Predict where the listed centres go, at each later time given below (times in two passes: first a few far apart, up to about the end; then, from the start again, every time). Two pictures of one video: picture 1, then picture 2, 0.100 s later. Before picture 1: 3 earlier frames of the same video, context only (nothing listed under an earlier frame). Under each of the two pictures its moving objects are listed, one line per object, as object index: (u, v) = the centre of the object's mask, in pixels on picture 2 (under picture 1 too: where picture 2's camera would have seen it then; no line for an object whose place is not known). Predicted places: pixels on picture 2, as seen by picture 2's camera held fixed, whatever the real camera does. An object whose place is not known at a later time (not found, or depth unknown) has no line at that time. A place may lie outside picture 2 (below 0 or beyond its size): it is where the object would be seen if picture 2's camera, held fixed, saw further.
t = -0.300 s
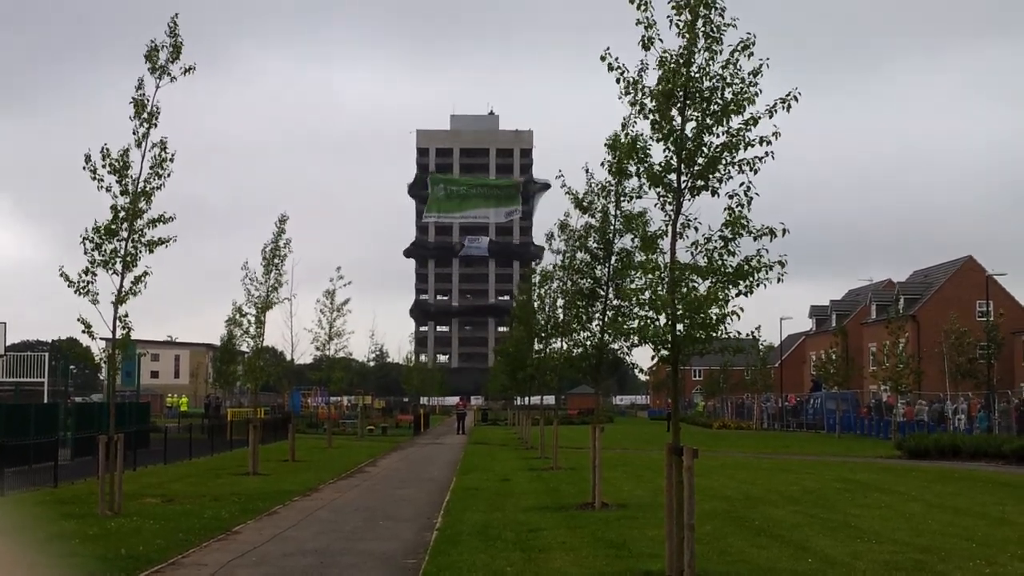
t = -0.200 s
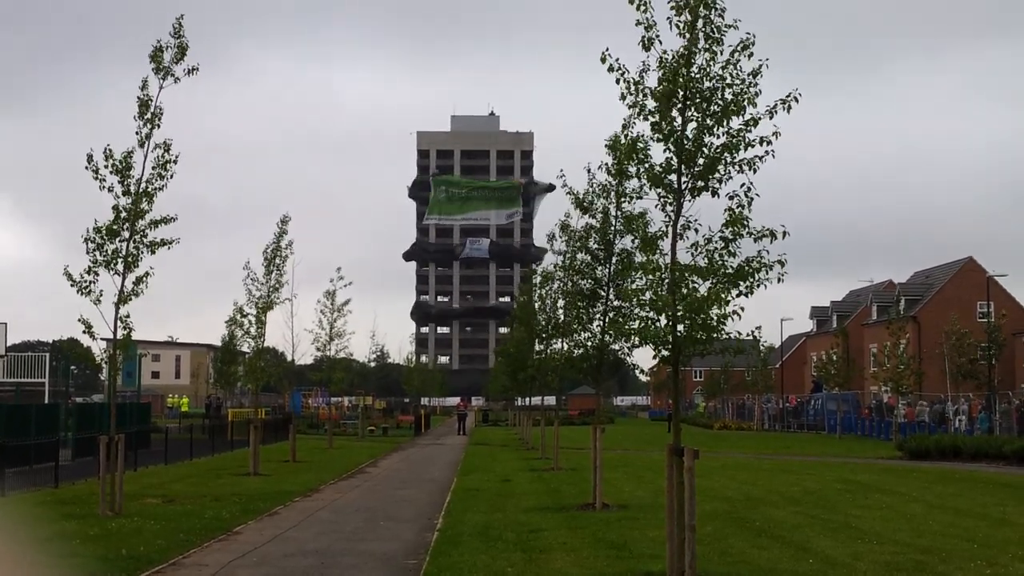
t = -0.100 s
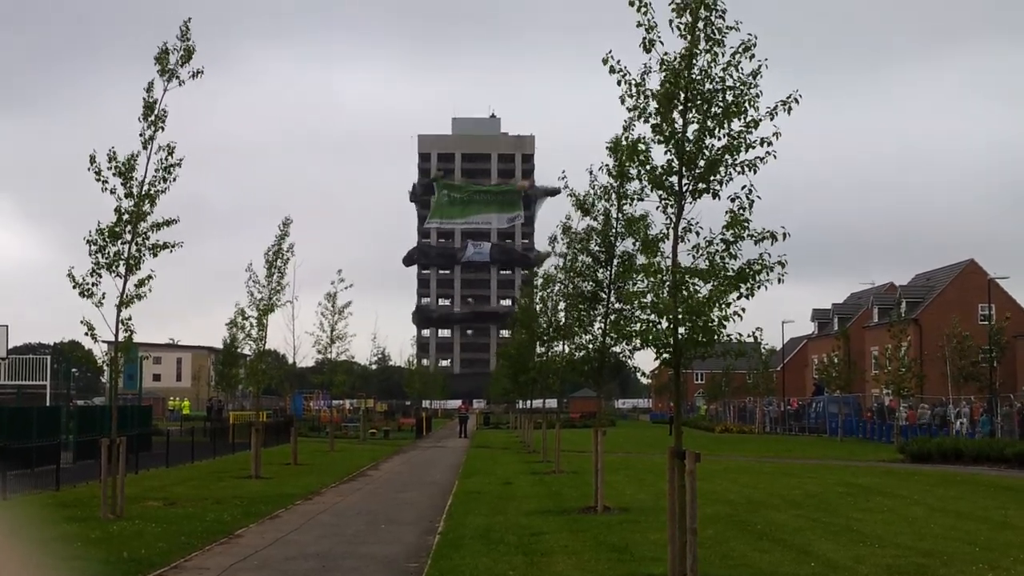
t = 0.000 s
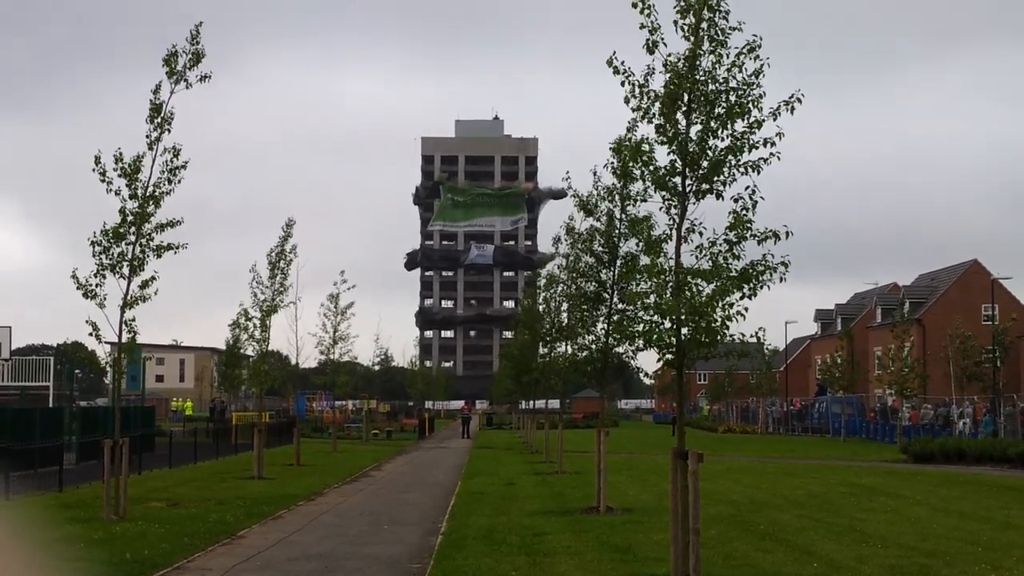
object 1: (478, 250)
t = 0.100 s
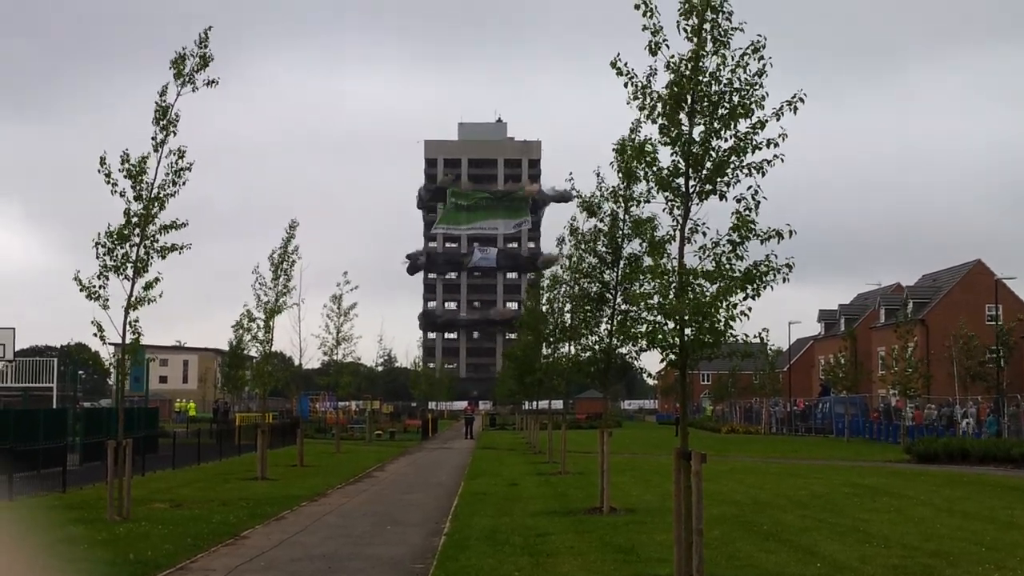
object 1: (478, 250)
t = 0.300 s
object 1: (479, 252)
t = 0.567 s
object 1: (476, 255)
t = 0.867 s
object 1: (475, 262)
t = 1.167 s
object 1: (472, 276)
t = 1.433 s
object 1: (470, 283)
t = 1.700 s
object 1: (468, 287)
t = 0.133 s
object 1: (478, 251)
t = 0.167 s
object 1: (478, 252)
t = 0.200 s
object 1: (479, 251)
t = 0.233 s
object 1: (479, 251)
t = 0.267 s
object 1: (479, 251)
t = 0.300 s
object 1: (479, 252)
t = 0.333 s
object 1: (479, 252)
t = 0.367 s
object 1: (478, 254)
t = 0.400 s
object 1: (475, 254)
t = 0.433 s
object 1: (478, 254)
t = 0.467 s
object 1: (481, 254)
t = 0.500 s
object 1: (480, 255)
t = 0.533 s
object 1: (475, 255)
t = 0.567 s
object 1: (476, 255)
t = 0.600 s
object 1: (479, 257)
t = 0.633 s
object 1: (480, 258)
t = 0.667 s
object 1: (478, 258)
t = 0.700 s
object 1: (477, 259)
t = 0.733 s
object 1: (478, 259)
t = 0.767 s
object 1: (478, 259)
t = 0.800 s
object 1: (477, 261)
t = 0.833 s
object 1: (476, 261)
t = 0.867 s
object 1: (475, 262)
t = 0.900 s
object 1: (476, 264)
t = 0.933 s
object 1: (475, 266)
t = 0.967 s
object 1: (474, 269)
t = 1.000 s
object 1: (473, 270)
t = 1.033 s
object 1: (473, 271)
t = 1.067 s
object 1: (473, 272)
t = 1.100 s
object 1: (472, 274)
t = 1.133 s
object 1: (473, 274)
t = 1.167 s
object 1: (472, 276)
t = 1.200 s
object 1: (471, 277)
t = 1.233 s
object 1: (471, 278)
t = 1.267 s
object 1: (470, 279)
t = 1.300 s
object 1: (470, 280)
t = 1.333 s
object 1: (469, 282)
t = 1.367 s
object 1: (469, 283)
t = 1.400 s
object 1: (469, 284)
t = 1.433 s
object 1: (470, 283)
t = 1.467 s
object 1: (471, 282)
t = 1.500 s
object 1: (470, 283)
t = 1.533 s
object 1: (471, 283)
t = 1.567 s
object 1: (471, 283)
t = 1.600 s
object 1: (470, 285)
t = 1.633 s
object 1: (469, 286)
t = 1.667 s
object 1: (469, 286)
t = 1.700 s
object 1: (468, 287)
